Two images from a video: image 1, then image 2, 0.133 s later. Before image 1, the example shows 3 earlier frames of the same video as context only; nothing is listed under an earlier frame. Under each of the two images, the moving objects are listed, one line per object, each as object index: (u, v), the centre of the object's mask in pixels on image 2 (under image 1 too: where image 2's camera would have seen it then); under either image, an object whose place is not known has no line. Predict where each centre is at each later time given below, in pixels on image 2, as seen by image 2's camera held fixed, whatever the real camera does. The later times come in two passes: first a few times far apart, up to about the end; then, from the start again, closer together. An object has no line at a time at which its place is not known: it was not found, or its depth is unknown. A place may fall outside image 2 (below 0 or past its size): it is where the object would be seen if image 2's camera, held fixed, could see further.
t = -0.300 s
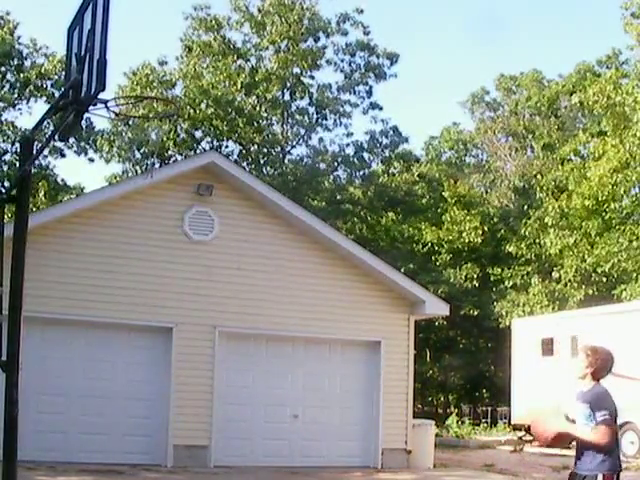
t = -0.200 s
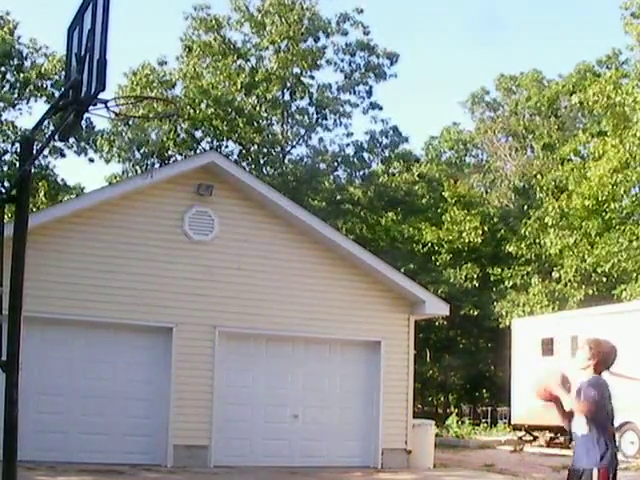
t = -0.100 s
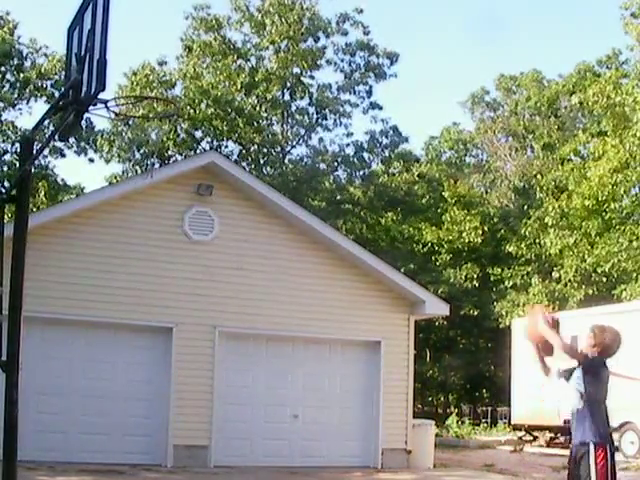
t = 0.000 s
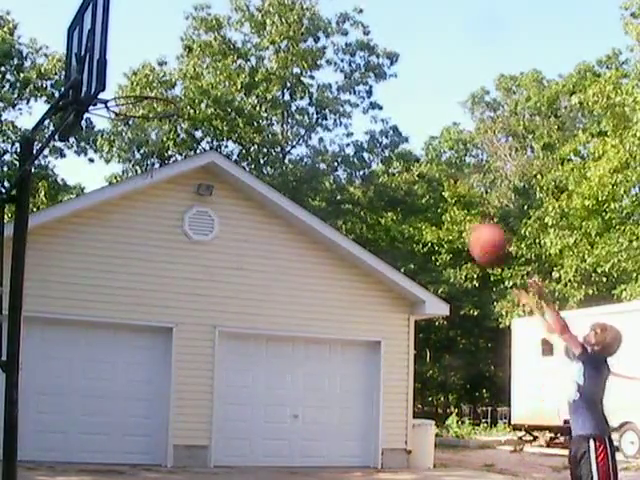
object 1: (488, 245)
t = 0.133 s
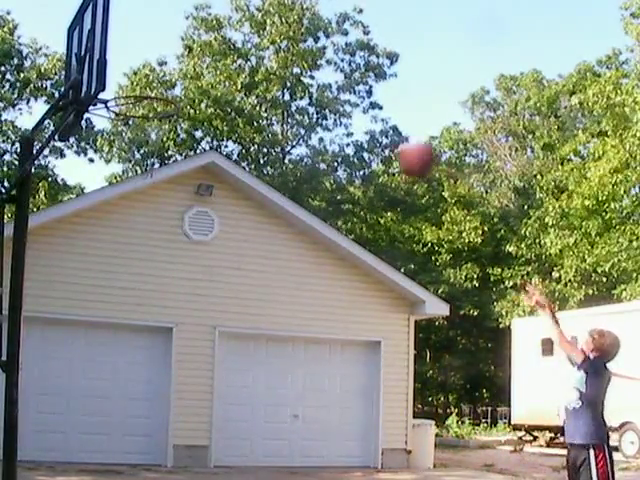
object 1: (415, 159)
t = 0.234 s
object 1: (365, 117)
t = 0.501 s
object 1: (239, 83)
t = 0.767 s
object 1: (217, 89)
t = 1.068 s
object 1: (261, 164)
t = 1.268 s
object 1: (286, 280)
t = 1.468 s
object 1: (310, 444)
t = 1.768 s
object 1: (323, 411)
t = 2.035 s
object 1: (324, 311)
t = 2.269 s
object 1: (322, 303)
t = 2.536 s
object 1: (318, 379)
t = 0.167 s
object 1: (399, 144)
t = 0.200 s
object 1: (384, 131)
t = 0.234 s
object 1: (365, 117)
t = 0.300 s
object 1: (332, 99)
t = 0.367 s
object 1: (301, 88)
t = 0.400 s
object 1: (285, 86)
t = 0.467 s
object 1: (254, 81)
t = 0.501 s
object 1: (239, 83)
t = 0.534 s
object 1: (222, 87)
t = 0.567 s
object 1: (207, 91)
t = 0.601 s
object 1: (192, 97)
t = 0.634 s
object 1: (194, 95)
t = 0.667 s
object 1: (201, 91)
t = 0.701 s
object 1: (206, 89)
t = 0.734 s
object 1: (211, 88)
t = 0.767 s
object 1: (217, 89)
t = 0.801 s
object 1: (222, 92)
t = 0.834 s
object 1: (226, 95)
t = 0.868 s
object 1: (231, 102)
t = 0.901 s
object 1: (237, 108)
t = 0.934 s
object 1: (241, 114)
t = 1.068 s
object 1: (261, 164)
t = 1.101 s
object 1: (264, 181)
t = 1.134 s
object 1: (269, 195)
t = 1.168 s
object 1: (273, 216)
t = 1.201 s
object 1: (278, 235)
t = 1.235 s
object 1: (281, 257)
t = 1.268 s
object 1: (286, 280)
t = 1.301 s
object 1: (289, 303)
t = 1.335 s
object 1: (293, 330)
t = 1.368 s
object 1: (298, 356)
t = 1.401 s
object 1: (302, 385)
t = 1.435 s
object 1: (306, 415)
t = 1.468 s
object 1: (310, 444)
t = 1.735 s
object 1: (323, 431)
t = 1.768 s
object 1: (323, 411)
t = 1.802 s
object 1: (323, 392)
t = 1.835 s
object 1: (323, 377)
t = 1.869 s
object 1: (323, 362)
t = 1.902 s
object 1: (323, 348)
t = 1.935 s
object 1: (323, 337)
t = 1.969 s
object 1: (323, 327)
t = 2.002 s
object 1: (323, 318)
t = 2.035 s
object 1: (324, 311)
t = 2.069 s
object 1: (323, 305)
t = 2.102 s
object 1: (323, 301)
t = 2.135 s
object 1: (323, 299)
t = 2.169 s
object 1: (323, 298)
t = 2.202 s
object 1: (323, 298)
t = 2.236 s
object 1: (322, 300)
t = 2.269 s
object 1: (322, 303)
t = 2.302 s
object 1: (322, 308)
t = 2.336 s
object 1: (322, 314)
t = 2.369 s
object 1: (321, 321)
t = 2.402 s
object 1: (321, 330)
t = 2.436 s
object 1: (320, 340)
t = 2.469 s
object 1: (320, 351)
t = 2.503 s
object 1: (319, 366)
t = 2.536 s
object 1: (318, 379)
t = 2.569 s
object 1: (317, 395)
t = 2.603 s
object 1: (317, 412)
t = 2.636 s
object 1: (316, 430)
